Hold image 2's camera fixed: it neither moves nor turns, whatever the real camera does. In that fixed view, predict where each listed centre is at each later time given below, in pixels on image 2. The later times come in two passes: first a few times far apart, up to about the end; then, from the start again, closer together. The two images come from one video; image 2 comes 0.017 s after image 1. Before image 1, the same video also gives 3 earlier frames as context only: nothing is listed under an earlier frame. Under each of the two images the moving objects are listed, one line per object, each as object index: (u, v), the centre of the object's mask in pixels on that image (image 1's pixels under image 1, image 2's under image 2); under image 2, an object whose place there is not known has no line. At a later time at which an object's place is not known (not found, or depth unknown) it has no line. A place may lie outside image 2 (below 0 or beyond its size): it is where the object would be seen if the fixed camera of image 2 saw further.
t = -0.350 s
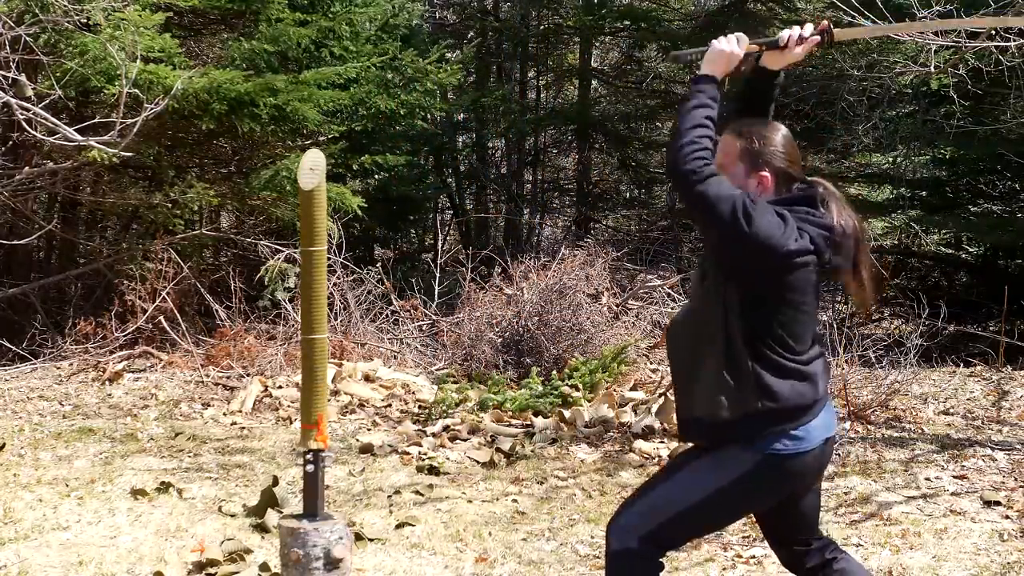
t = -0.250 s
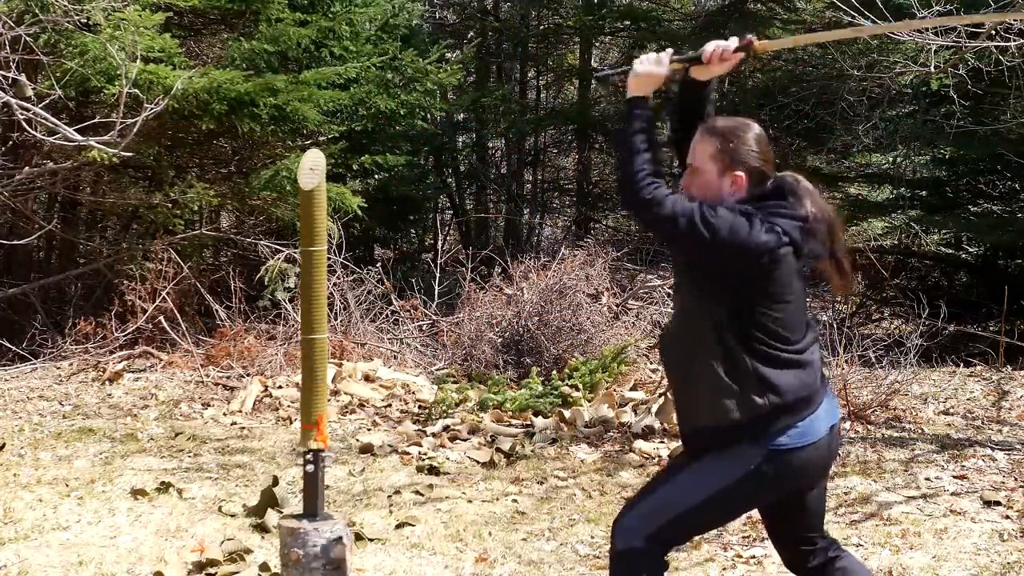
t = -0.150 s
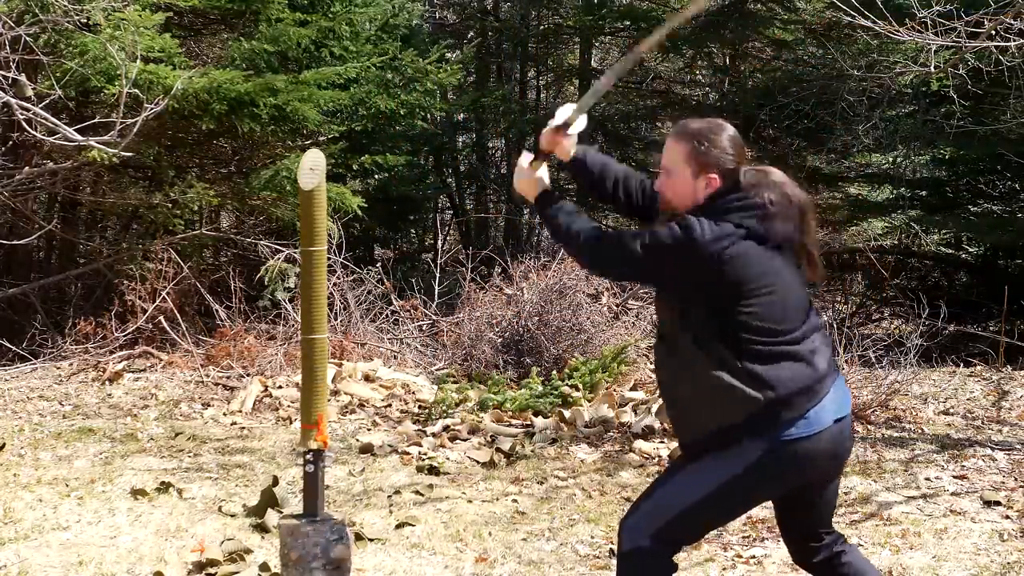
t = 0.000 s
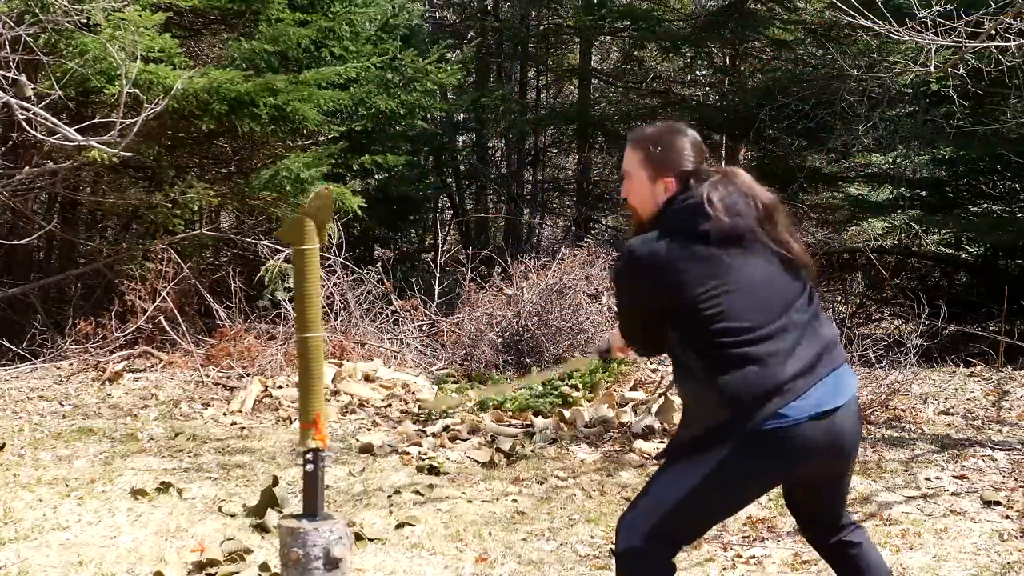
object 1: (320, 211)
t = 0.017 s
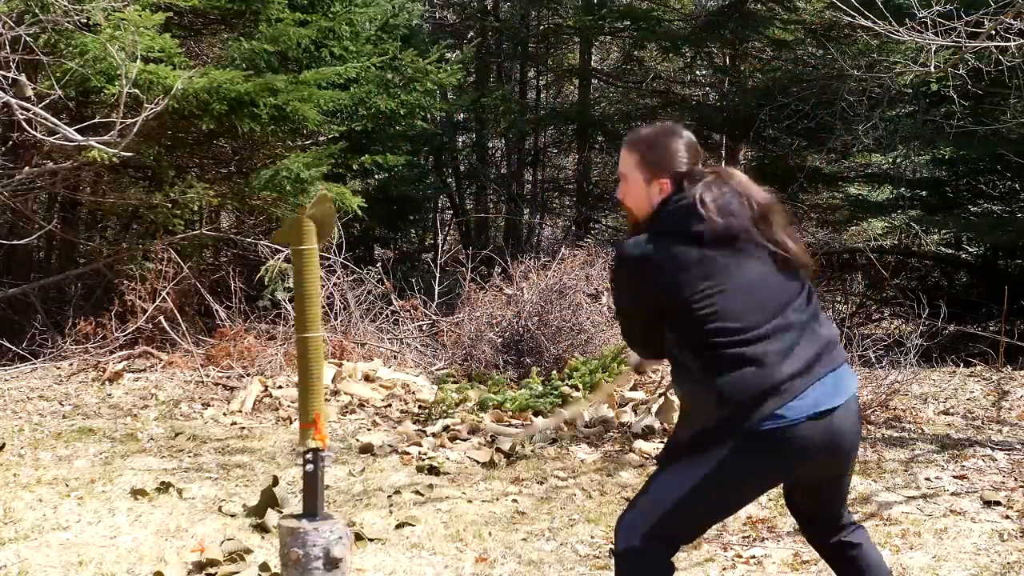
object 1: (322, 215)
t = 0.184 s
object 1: (337, 336)
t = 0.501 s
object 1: (364, 554)
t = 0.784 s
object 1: (368, 561)
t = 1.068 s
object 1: (368, 562)
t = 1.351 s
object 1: (366, 558)
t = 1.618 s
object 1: (366, 559)
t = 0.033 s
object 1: (324, 225)
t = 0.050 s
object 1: (330, 242)
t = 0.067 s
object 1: (332, 255)
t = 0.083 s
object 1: (332, 265)
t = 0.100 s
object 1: (332, 275)
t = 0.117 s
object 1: (334, 286)
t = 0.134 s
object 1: (334, 299)
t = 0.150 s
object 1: (336, 313)
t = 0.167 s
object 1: (336, 325)
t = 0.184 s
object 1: (337, 336)
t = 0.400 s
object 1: (359, 561)
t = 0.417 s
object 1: (359, 570)
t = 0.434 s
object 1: (362, 567)
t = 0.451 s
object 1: (363, 565)
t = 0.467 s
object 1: (363, 560)
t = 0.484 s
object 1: (364, 557)
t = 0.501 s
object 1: (364, 554)
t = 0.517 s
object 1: (364, 552)
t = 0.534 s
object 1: (363, 551)
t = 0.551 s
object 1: (364, 551)
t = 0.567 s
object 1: (363, 552)
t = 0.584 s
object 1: (364, 553)
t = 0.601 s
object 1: (365, 555)
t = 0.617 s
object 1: (366, 557)
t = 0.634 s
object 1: (367, 559)
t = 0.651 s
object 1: (367, 560)
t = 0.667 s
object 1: (368, 562)
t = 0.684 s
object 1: (368, 564)
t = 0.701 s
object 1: (368, 563)
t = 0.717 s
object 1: (368, 562)
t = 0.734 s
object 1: (368, 562)
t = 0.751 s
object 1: (369, 561)
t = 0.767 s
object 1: (368, 561)
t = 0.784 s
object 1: (368, 561)
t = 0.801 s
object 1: (368, 560)
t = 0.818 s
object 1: (368, 562)
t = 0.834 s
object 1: (368, 562)
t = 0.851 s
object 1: (368, 562)
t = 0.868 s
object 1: (368, 562)
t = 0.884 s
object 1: (368, 562)
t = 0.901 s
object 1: (368, 562)
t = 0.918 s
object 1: (368, 562)
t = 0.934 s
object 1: (368, 562)
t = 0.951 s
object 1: (368, 562)
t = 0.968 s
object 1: (368, 562)
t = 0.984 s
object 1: (368, 562)
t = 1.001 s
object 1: (368, 562)
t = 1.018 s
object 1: (368, 562)
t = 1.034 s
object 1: (368, 562)
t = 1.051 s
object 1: (368, 562)
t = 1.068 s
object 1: (368, 562)
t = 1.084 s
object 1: (368, 562)
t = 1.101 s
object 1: (368, 562)
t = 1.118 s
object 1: (368, 562)
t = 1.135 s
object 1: (368, 562)
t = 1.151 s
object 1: (368, 562)
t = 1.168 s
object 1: (368, 562)
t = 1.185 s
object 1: (368, 562)
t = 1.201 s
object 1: (368, 562)
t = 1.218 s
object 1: (368, 562)
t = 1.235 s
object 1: (368, 562)
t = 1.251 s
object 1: (368, 562)
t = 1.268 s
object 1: (368, 562)
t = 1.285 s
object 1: (368, 562)
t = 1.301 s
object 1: (368, 562)
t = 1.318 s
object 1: (368, 562)
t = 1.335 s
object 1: (368, 562)
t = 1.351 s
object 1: (366, 558)
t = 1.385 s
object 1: (368, 562)
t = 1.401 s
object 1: (368, 562)
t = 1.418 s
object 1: (366, 558)
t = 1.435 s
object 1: (366, 558)
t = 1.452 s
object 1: (366, 558)
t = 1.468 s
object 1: (366, 557)
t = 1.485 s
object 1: (368, 562)
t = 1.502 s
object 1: (368, 562)
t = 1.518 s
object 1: (366, 558)
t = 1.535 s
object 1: (366, 559)
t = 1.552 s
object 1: (366, 559)
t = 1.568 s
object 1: (367, 560)
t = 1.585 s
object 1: (368, 562)
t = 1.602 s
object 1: (368, 562)
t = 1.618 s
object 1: (366, 559)
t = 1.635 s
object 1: (368, 562)
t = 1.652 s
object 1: (368, 562)
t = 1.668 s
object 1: (368, 562)
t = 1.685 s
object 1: (368, 562)
